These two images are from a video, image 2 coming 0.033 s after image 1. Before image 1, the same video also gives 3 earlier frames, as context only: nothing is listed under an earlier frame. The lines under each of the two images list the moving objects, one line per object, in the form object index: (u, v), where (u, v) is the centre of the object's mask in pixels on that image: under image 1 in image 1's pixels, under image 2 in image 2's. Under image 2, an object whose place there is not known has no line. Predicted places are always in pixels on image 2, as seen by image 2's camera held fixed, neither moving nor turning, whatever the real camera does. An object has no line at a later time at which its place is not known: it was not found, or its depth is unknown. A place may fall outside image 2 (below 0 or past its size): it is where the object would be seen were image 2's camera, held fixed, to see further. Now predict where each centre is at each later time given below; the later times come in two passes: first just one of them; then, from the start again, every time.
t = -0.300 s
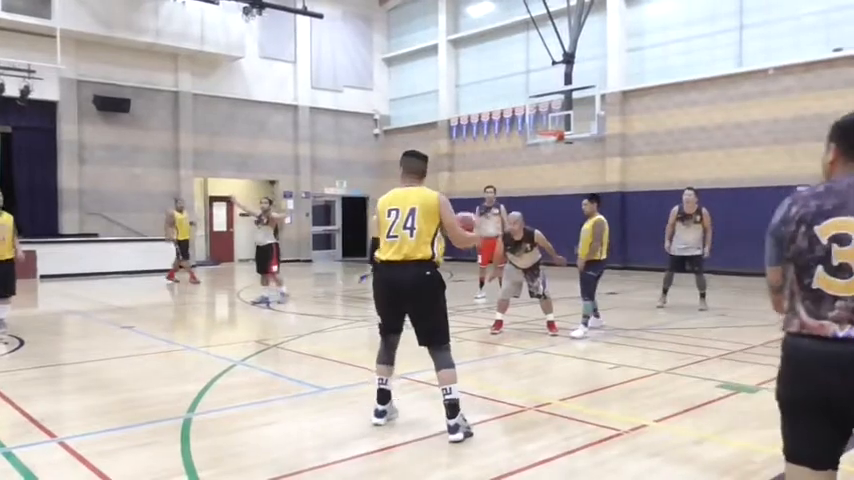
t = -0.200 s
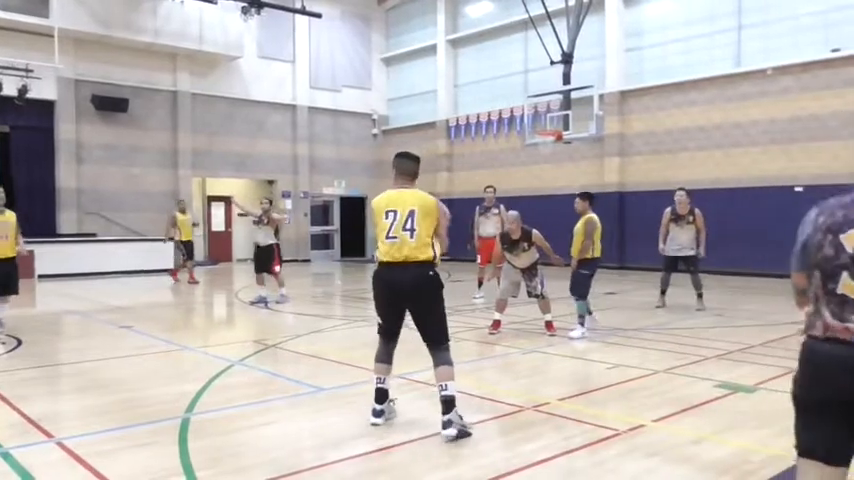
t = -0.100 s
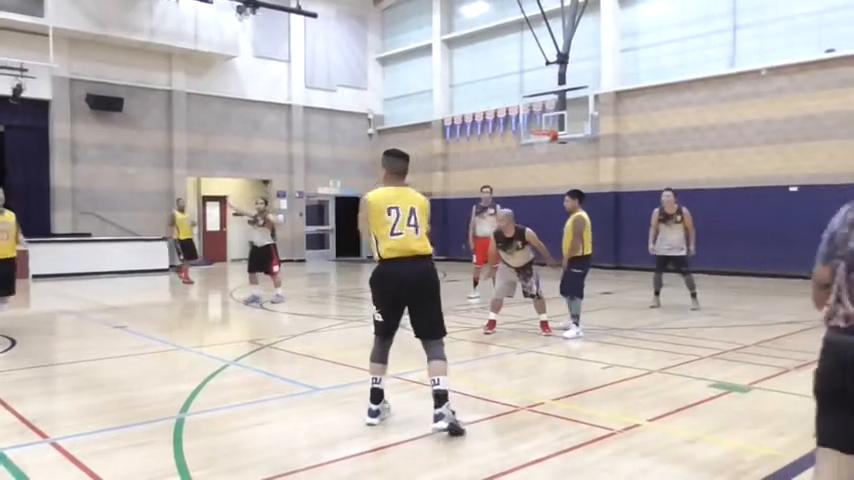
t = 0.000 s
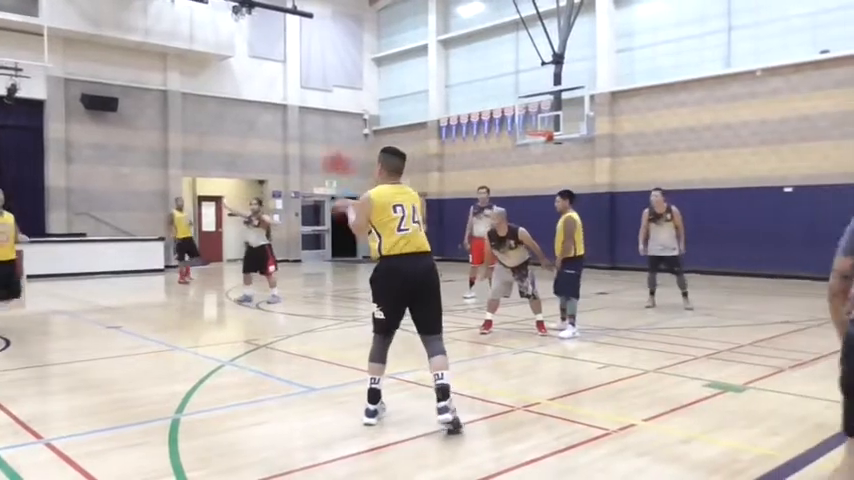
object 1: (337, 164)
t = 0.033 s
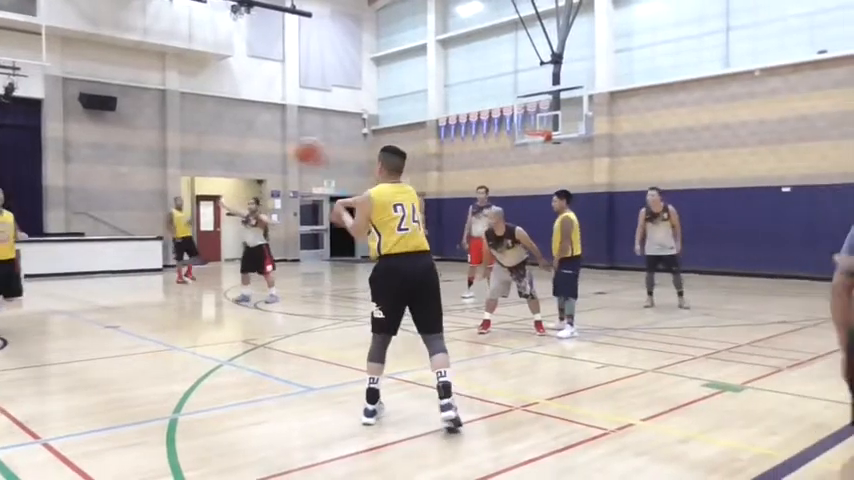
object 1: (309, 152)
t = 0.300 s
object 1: (144, 133)
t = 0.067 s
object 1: (283, 147)
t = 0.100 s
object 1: (260, 141)
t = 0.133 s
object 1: (238, 137)
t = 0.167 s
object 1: (217, 133)
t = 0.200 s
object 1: (197, 132)
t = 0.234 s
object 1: (179, 131)
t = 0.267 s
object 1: (162, 131)
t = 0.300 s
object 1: (144, 133)
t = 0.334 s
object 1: (126, 137)
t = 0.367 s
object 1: (108, 140)
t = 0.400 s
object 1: (94, 146)
